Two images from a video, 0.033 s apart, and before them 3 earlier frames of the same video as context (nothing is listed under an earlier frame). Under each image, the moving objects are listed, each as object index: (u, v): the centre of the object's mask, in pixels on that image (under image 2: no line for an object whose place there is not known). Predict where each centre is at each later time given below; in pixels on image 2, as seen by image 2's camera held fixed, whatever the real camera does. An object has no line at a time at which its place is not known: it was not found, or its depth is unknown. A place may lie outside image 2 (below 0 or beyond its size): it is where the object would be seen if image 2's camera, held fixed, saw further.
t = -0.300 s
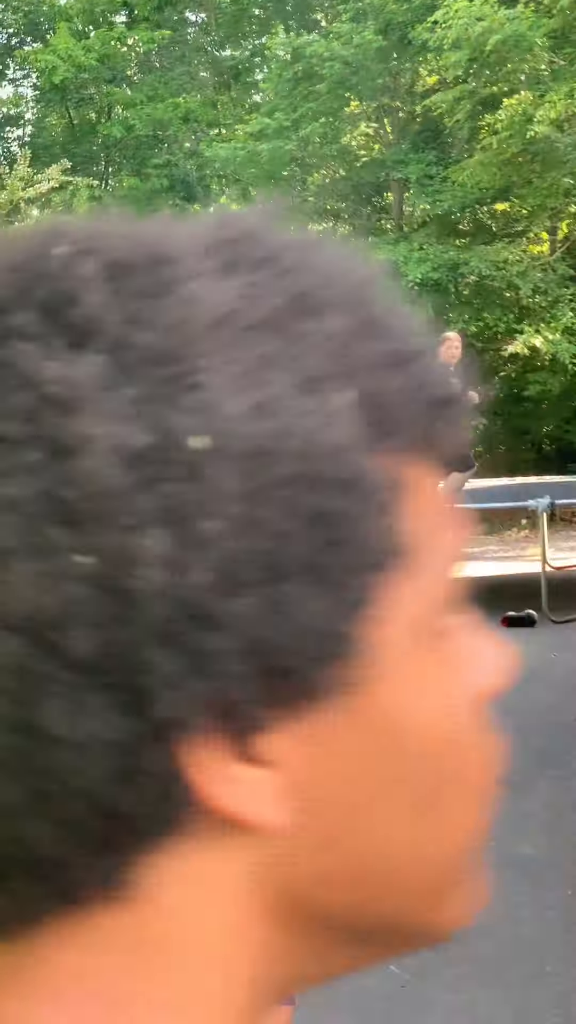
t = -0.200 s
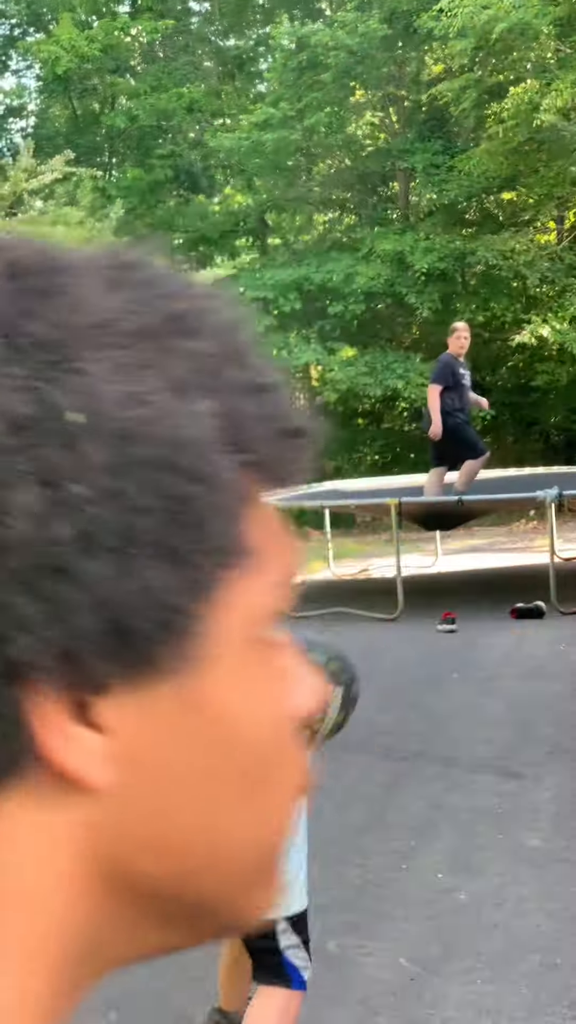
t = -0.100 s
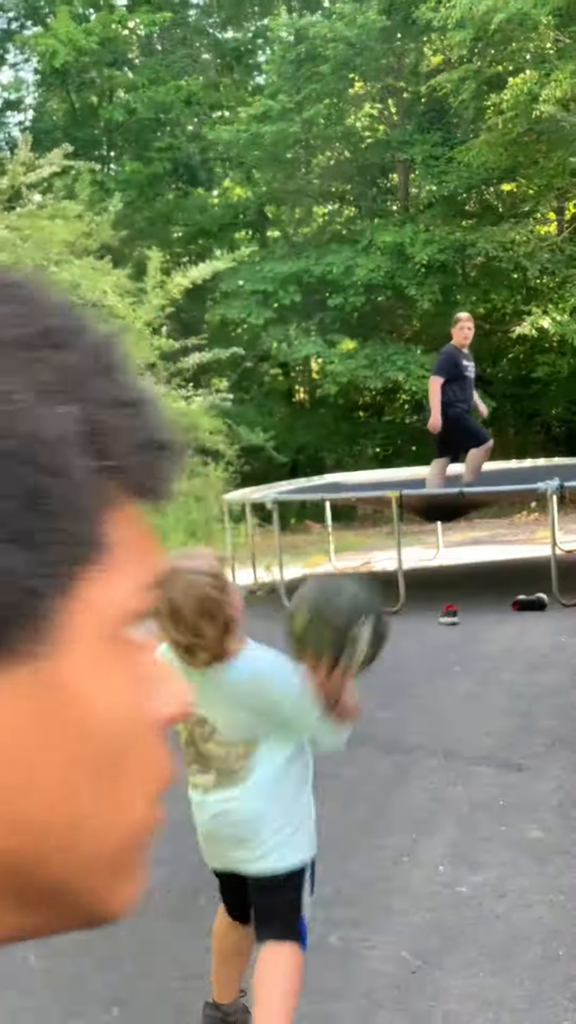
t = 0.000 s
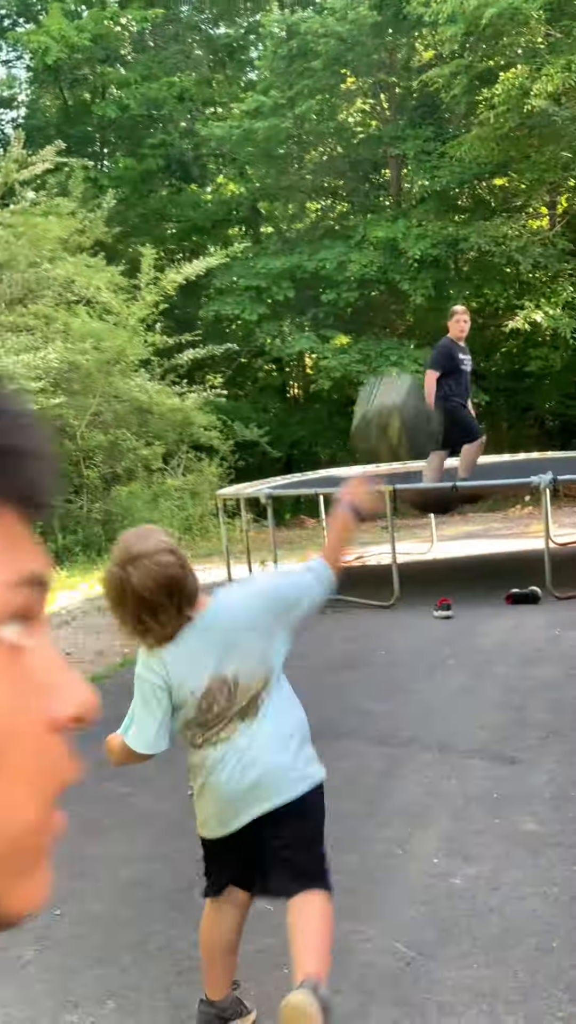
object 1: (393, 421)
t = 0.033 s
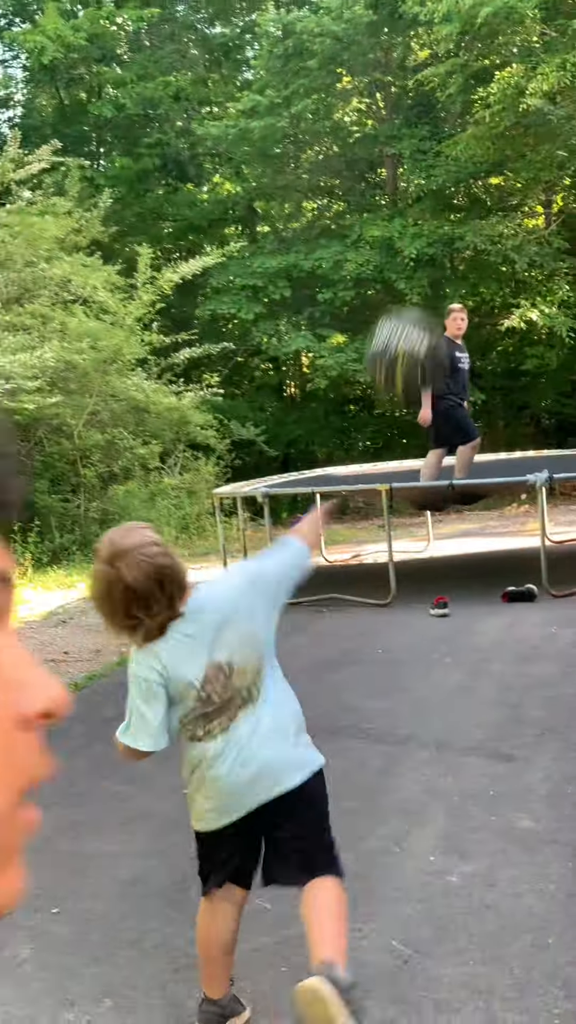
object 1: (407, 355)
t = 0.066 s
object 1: (415, 303)
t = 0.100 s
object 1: (425, 262)
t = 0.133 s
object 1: (437, 227)
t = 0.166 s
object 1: (445, 193)
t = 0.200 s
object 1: (452, 169)
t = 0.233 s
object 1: (459, 151)
